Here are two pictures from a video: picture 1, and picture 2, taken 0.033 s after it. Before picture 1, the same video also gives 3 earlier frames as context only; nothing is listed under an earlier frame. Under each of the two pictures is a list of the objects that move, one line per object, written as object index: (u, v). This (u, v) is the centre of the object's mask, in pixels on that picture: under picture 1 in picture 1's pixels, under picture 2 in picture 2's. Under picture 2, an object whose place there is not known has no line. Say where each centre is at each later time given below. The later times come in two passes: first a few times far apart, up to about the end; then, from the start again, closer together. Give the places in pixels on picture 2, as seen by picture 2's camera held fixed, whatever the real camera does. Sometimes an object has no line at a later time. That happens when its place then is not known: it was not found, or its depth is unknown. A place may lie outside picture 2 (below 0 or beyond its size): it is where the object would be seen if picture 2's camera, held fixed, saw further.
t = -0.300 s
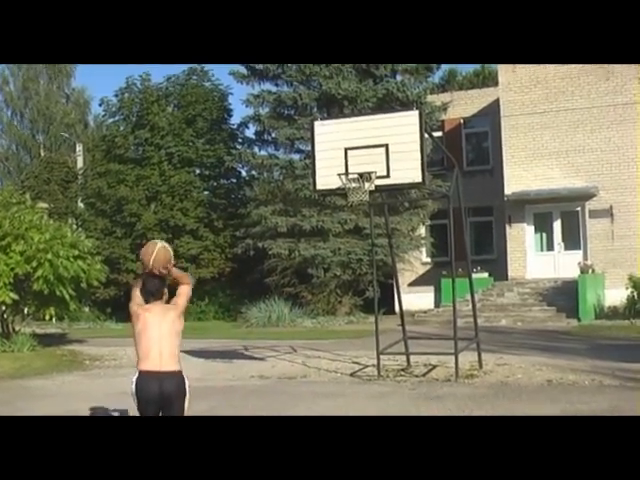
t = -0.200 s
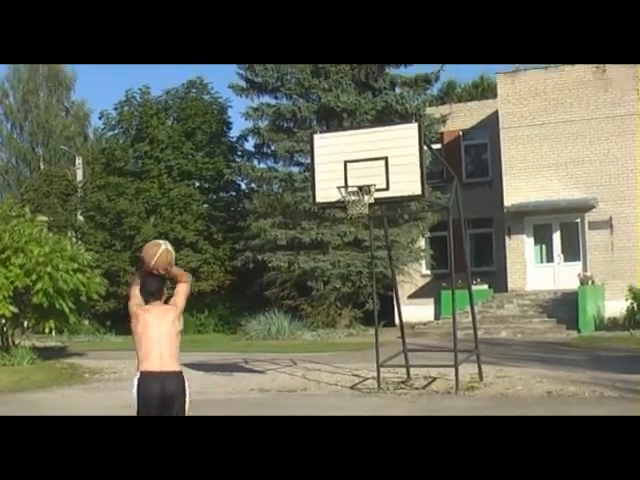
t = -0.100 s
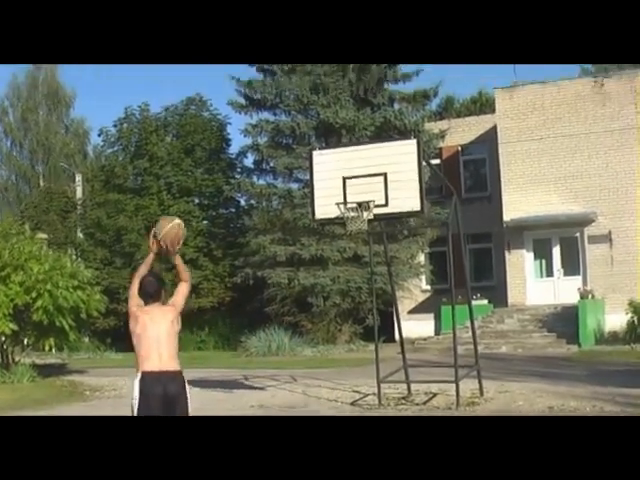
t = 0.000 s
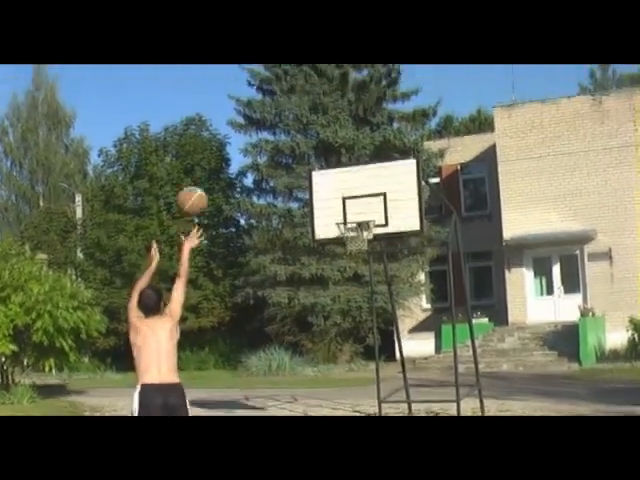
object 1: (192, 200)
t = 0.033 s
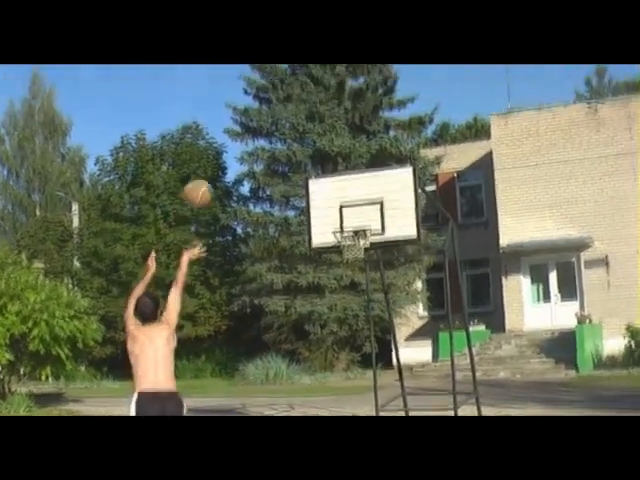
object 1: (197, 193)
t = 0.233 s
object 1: (240, 145)
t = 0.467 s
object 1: (283, 145)
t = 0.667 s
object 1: (312, 182)
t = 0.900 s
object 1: (338, 216)
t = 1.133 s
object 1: (350, 209)
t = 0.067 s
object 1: (204, 183)
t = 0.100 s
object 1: (213, 171)
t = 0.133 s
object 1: (220, 163)
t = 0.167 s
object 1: (226, 156)
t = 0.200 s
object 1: (233, 151)
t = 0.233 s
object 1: (240, 145)
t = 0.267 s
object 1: (246, 142)
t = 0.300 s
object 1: (253, 141)
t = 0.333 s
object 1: (259, 140)
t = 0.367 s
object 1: (264, 139)
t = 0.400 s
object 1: (271, 141)
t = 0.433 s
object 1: (277, 143)
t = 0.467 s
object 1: (283, 145)
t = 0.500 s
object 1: (288, 150)
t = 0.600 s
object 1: (303, 167)
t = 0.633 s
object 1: (308, 174)
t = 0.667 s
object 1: (312, 182)
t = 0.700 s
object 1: (317, 192)
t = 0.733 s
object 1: (322, 203)
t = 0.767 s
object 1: (325, 210)
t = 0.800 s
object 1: (330, 222)
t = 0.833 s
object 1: (333, 223)
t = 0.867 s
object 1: (336, 219)
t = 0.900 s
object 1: (338, 216)
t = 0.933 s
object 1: (341, 213)
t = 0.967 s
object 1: (344, 212)
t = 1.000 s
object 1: (347, 210)
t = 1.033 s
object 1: (350, 210)
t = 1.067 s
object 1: (351, 212)
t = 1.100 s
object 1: (351, 210)
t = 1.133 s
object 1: (350, 209)
